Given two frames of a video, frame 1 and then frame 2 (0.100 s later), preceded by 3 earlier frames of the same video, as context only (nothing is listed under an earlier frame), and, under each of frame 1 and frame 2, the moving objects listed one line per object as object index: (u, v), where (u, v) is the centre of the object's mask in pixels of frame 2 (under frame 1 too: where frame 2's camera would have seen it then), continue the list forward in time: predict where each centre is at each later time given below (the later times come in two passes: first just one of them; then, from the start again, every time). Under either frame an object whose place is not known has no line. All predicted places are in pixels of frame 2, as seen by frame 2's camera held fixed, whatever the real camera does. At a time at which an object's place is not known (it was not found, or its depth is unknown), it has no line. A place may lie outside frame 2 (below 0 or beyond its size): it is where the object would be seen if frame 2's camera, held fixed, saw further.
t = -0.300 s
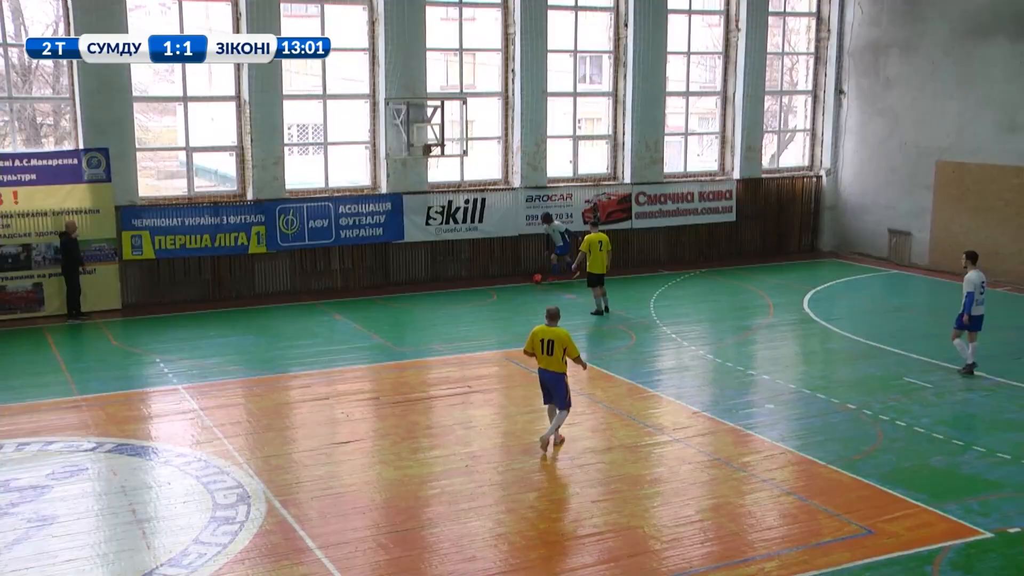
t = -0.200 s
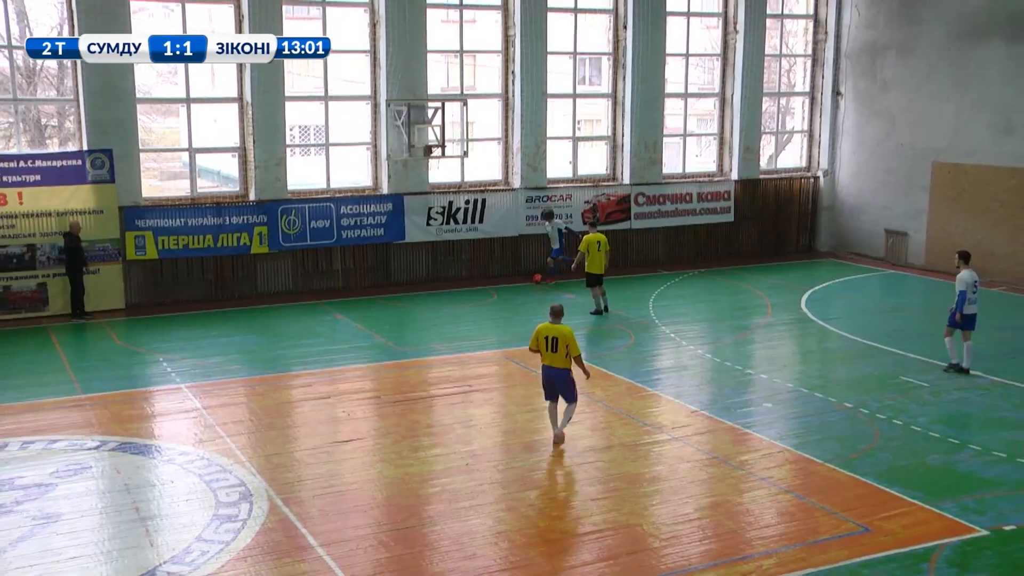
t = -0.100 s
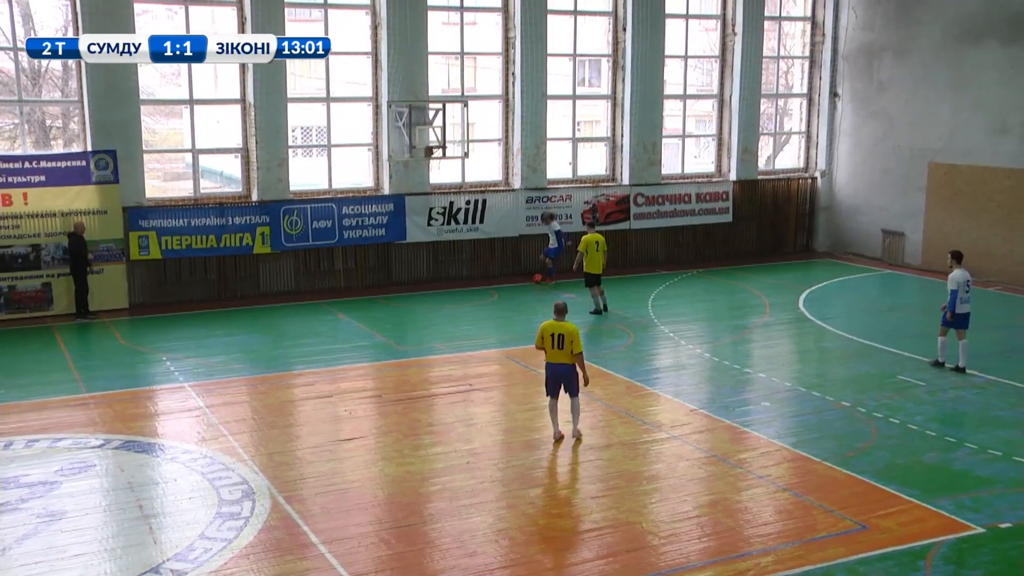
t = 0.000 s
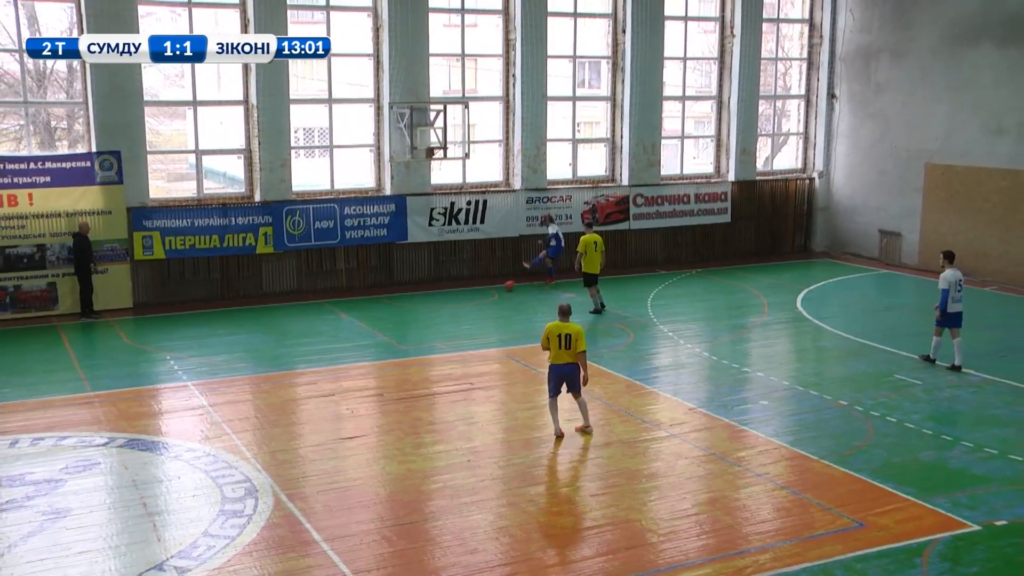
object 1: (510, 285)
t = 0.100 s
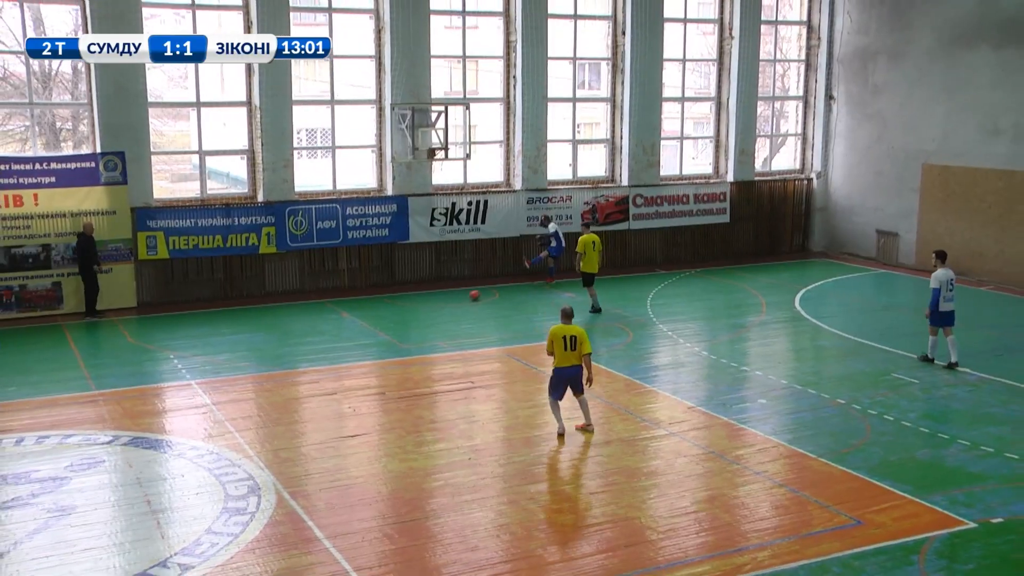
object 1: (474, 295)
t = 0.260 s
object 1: (418, 310)
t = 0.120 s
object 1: (468, 297)
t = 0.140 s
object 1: (460, 299)
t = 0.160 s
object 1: (453, 301)
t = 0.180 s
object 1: (446, 304)
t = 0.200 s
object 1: (439, 305)
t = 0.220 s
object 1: (432, 307)
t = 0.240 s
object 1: (425, 308)
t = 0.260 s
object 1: (418, 310)
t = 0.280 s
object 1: (410, 312)
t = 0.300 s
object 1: (404, 315)
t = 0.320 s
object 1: (397, 317)
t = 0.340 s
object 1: (390, 318)
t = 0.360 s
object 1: (383, 319)
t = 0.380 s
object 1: (377, 321)
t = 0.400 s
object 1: (370, 323)
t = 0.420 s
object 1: (364, 325)
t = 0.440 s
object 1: (357, 328)
